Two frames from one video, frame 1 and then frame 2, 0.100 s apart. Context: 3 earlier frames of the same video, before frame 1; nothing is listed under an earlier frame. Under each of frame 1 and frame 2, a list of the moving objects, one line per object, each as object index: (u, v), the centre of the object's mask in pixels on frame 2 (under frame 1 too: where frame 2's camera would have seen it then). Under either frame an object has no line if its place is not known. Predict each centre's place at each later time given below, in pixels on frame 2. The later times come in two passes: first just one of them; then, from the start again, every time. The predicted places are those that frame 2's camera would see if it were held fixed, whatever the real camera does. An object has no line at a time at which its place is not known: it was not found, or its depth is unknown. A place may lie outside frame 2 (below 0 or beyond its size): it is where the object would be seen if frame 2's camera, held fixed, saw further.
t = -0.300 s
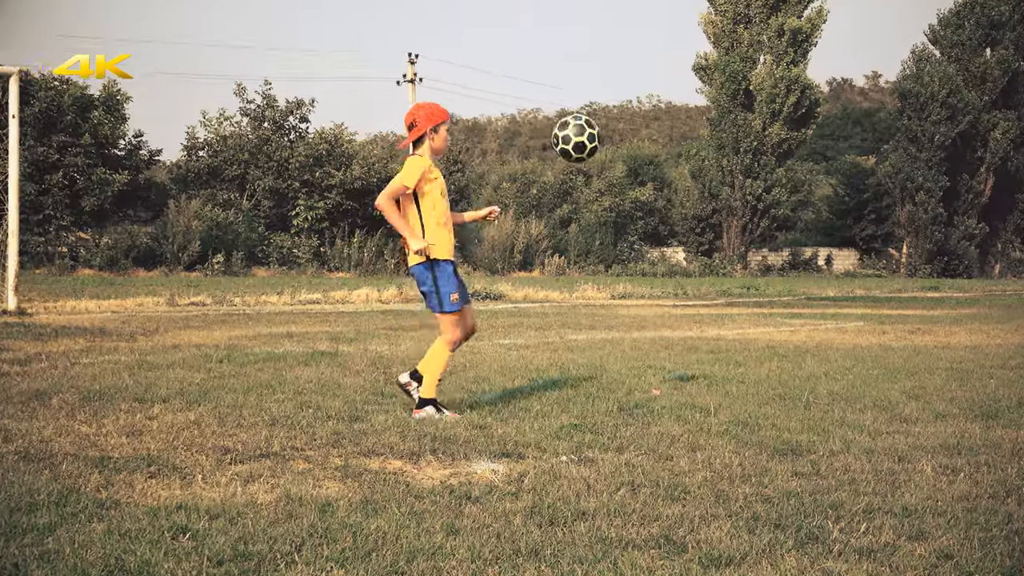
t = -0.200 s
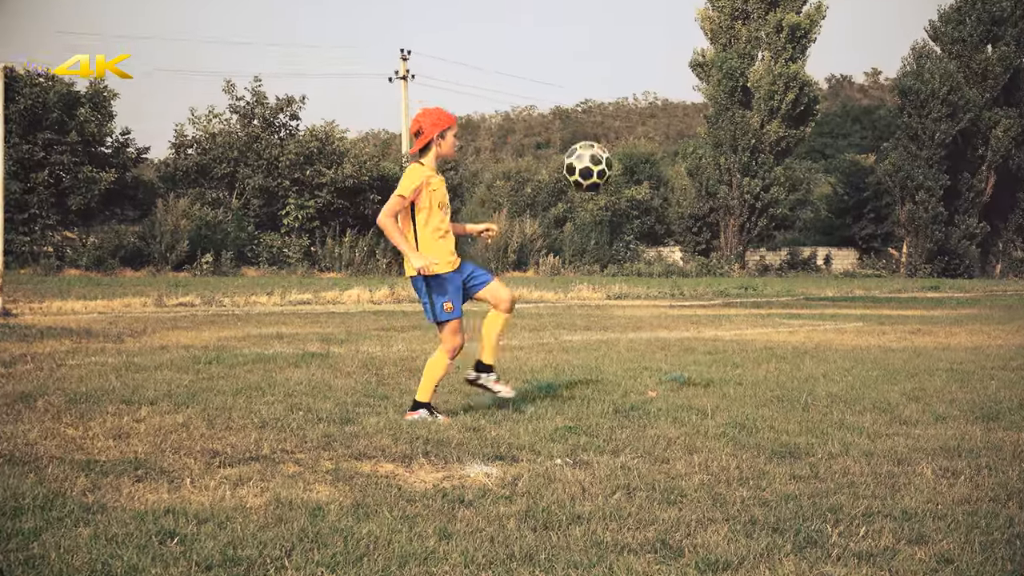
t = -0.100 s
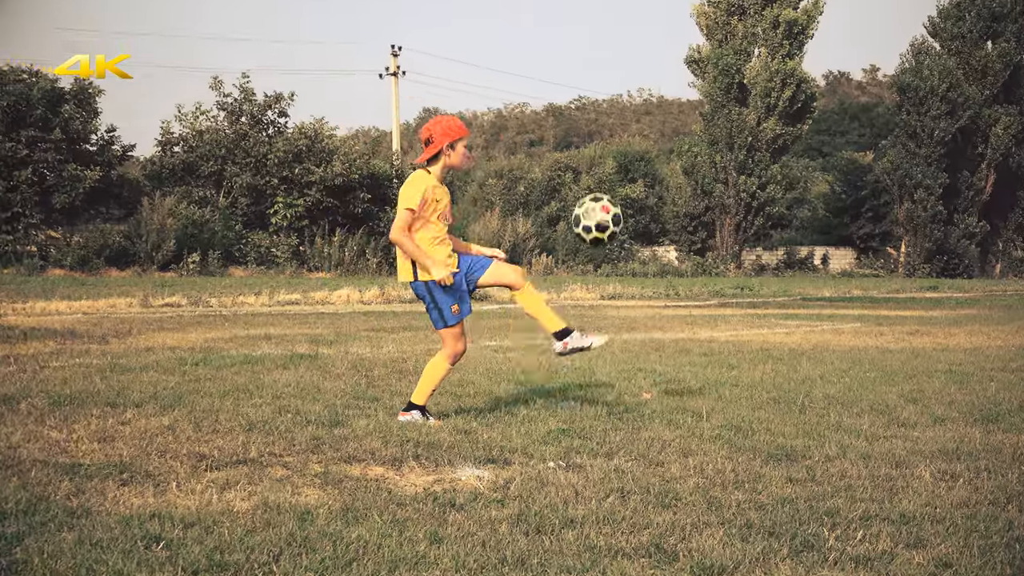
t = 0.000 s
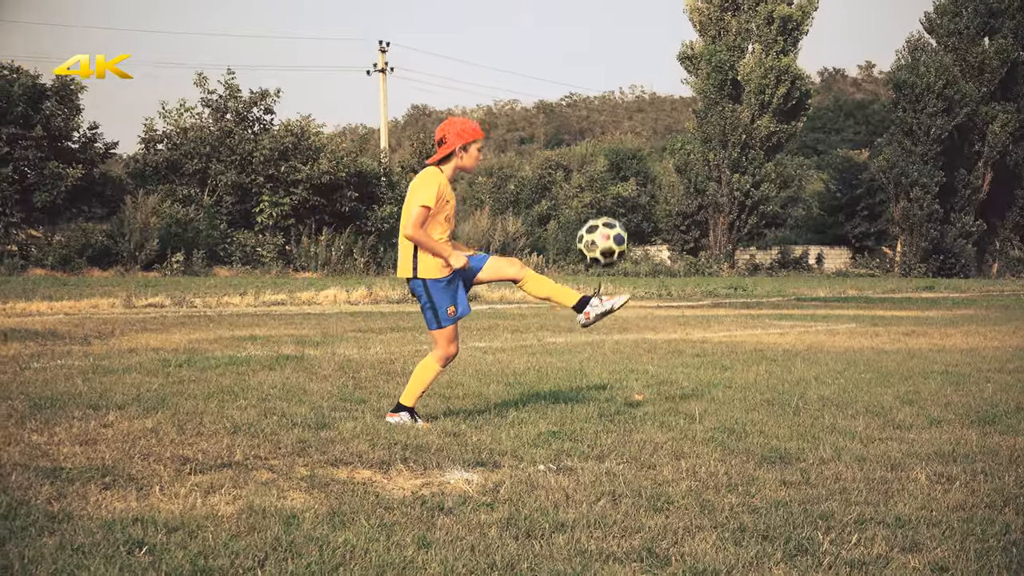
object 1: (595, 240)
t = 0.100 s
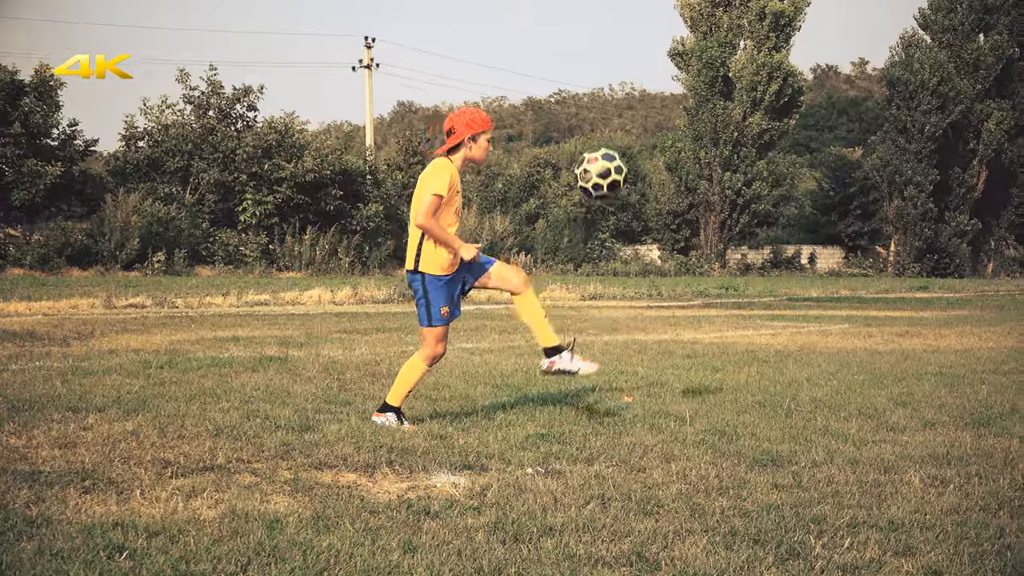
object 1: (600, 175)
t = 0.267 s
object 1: (608, 107)
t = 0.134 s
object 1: (602, 155)
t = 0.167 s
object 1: (604, 140)
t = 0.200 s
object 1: (606, 126)
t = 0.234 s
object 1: (607, 116)
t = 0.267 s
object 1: (608, 107)
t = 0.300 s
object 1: (609, 101)
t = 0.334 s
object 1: (610, 98)
